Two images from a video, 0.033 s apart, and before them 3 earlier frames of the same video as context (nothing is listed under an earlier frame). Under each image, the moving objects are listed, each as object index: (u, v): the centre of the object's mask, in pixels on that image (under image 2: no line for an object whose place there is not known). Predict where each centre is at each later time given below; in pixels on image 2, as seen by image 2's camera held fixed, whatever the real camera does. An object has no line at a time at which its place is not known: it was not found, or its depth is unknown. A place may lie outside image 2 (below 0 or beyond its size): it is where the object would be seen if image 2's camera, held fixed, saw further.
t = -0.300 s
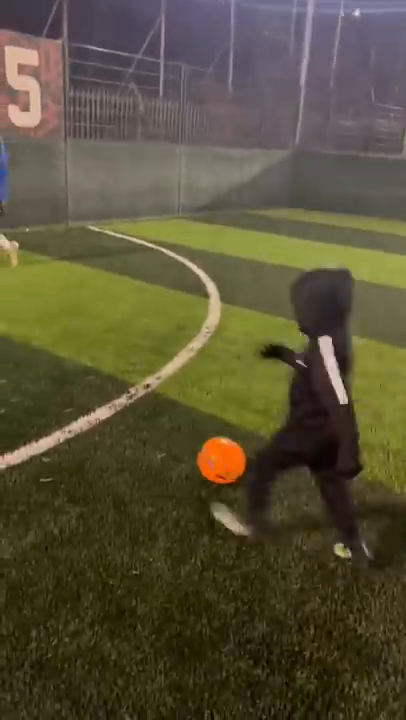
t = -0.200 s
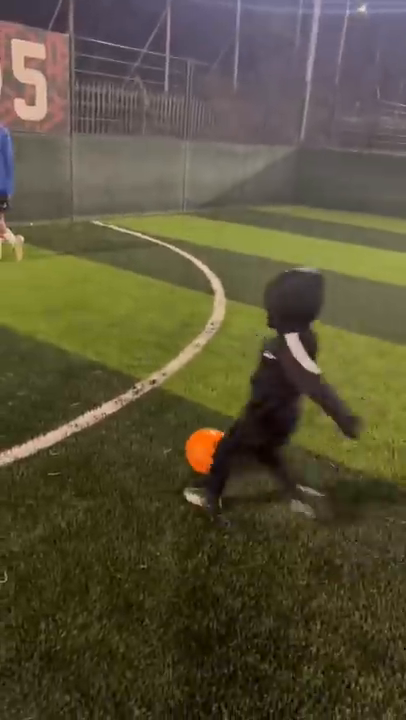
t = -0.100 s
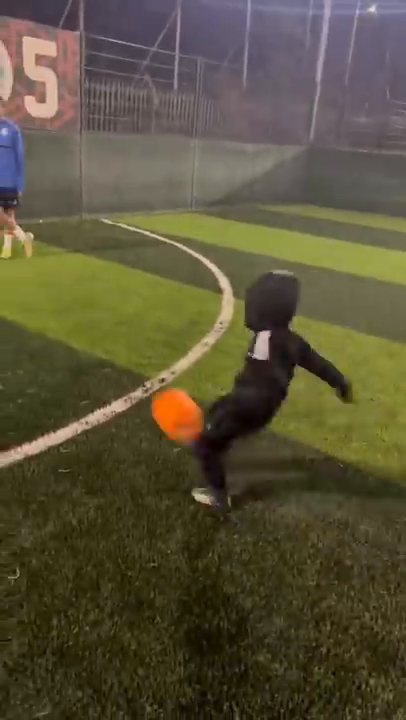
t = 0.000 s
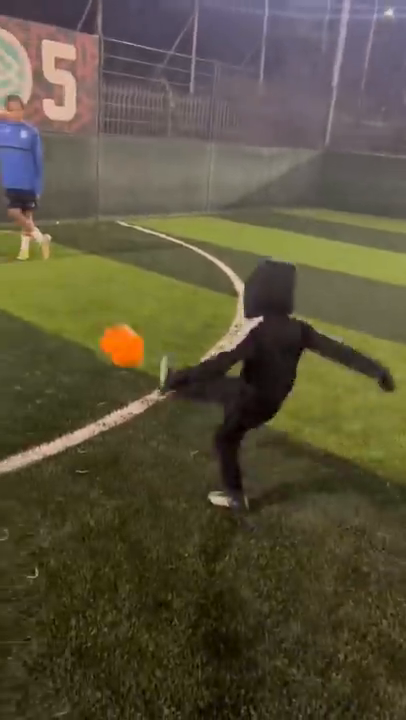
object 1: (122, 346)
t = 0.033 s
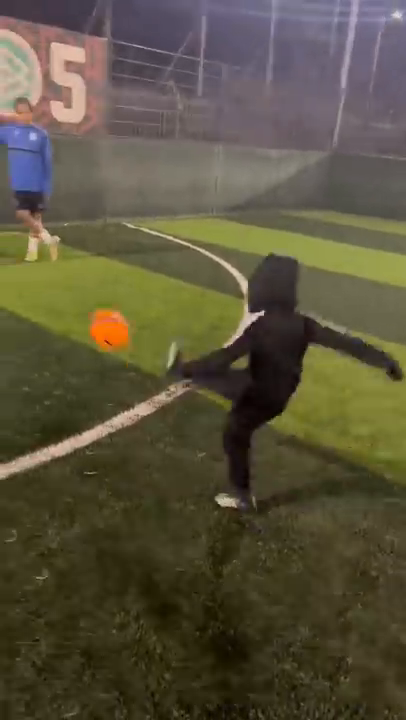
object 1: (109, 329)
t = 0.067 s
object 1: (90, 315)
